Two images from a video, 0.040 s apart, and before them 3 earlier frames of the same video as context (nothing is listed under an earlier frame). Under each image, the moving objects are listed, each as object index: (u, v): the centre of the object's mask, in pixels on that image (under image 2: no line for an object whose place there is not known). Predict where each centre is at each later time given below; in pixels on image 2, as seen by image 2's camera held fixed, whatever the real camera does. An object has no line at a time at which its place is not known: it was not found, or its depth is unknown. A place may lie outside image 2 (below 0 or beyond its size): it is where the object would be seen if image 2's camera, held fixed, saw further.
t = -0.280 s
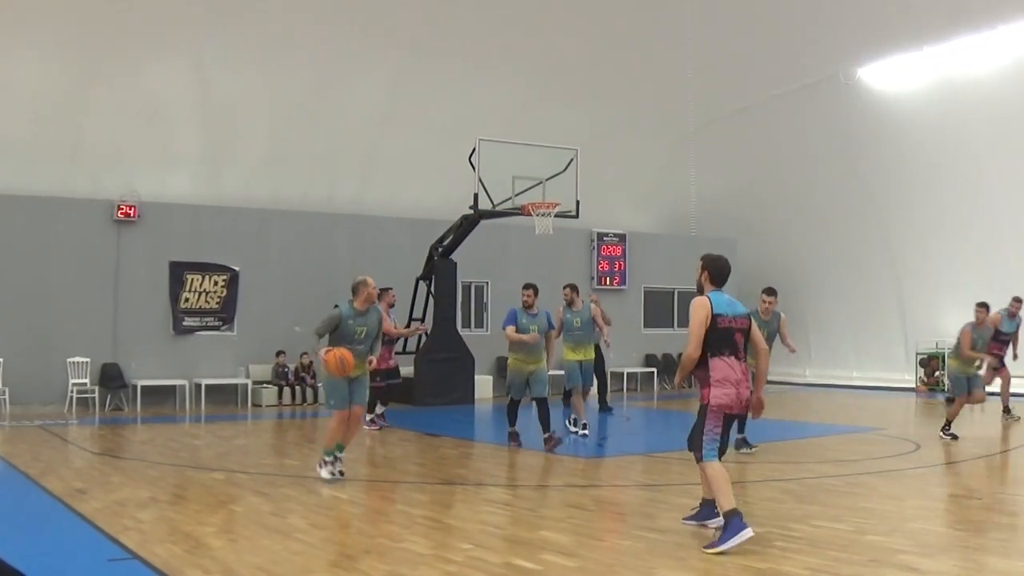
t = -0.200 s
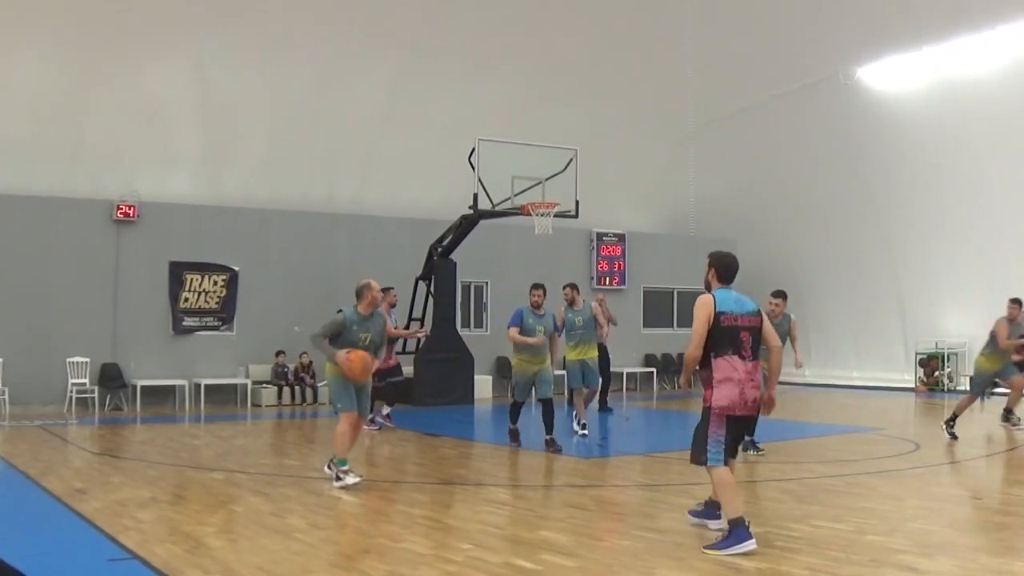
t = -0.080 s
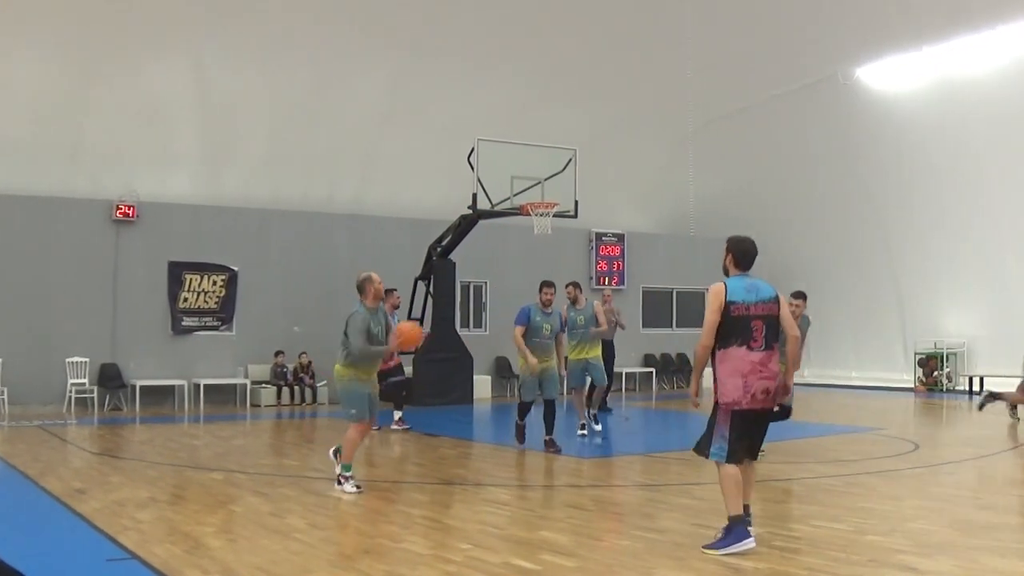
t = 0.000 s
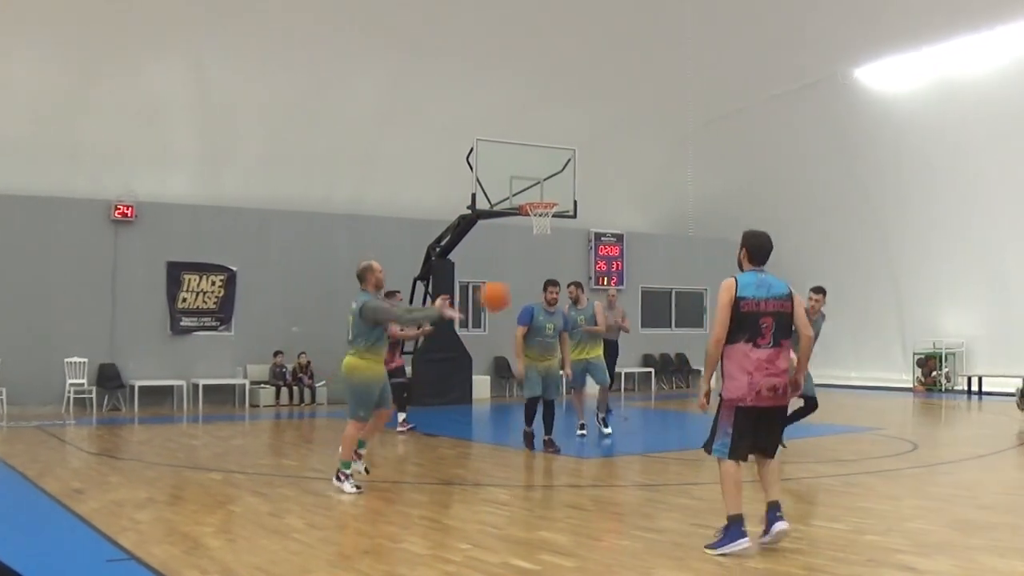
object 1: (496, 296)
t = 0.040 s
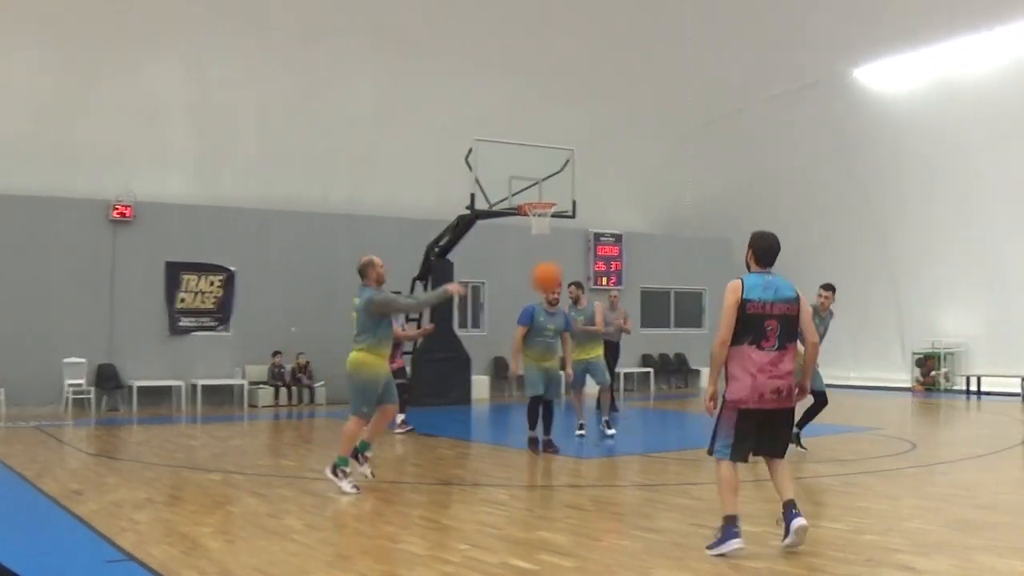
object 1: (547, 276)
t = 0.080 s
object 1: (600, 259)
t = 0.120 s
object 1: (652, 244)
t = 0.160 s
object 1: (703, 232)
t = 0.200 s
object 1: (753, 221)
